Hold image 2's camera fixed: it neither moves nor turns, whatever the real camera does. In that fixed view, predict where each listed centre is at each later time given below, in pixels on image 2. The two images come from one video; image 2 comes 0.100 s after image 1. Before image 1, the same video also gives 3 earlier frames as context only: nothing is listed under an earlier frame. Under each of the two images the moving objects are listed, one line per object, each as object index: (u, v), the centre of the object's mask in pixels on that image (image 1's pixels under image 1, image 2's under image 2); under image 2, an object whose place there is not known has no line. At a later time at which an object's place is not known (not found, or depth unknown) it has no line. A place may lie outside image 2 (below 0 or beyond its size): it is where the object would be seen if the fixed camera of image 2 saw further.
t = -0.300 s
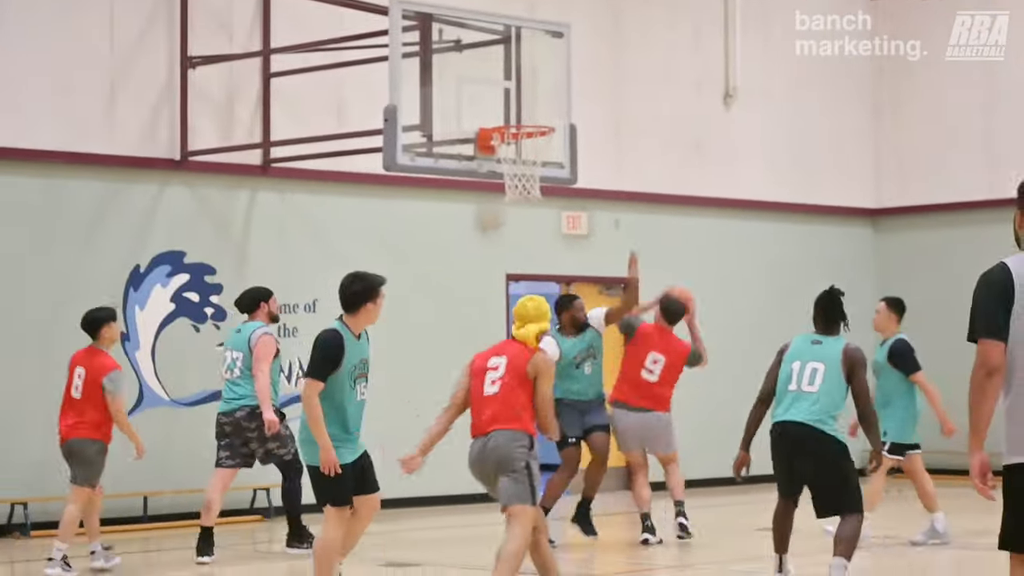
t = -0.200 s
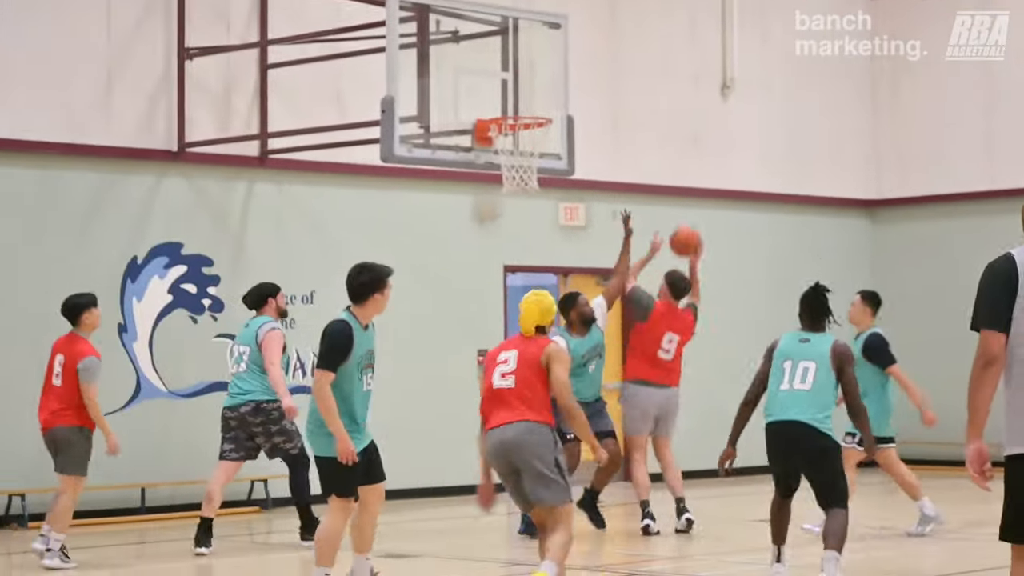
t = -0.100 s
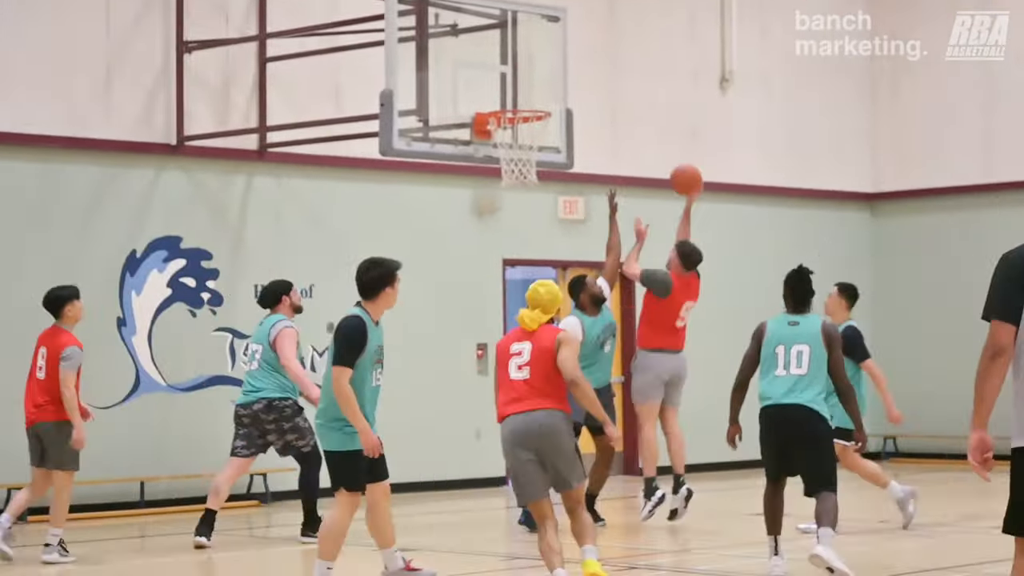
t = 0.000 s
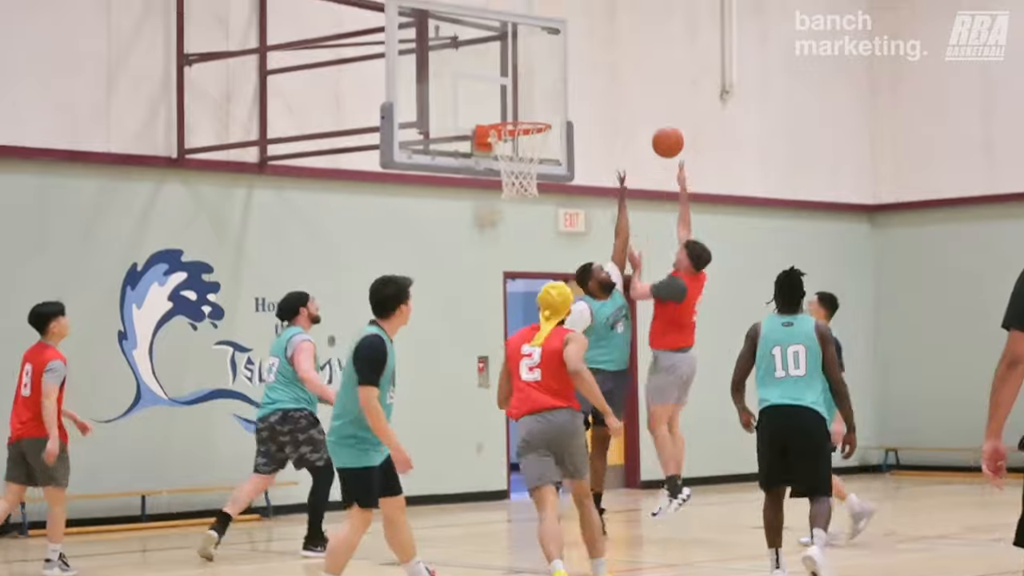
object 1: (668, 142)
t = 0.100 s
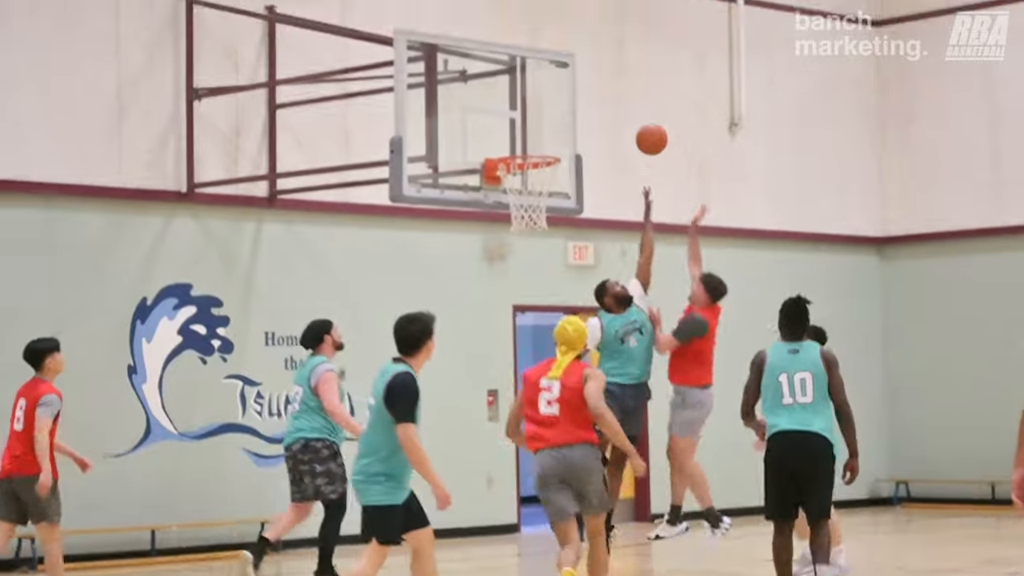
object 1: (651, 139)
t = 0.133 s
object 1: (643, 129)
